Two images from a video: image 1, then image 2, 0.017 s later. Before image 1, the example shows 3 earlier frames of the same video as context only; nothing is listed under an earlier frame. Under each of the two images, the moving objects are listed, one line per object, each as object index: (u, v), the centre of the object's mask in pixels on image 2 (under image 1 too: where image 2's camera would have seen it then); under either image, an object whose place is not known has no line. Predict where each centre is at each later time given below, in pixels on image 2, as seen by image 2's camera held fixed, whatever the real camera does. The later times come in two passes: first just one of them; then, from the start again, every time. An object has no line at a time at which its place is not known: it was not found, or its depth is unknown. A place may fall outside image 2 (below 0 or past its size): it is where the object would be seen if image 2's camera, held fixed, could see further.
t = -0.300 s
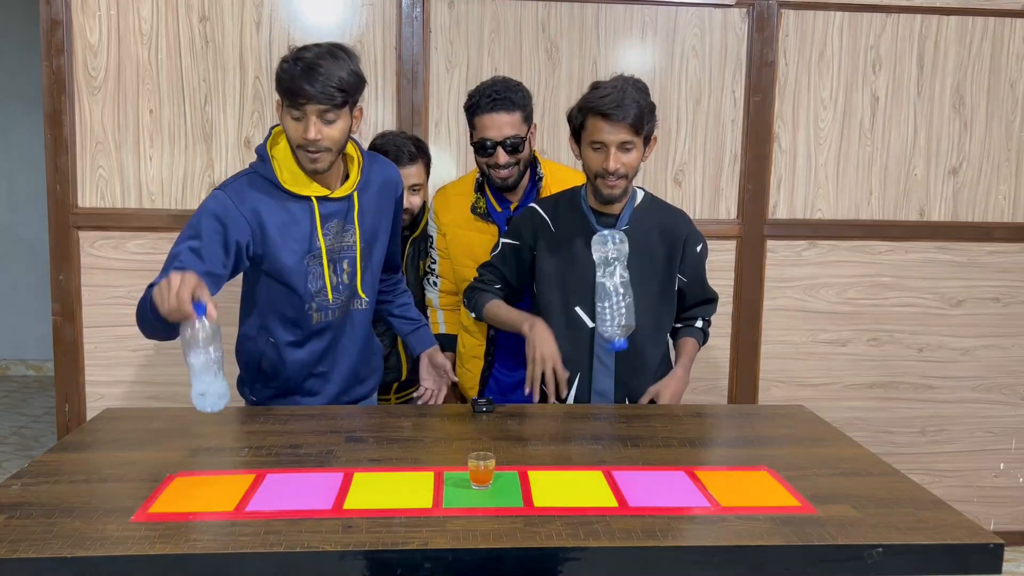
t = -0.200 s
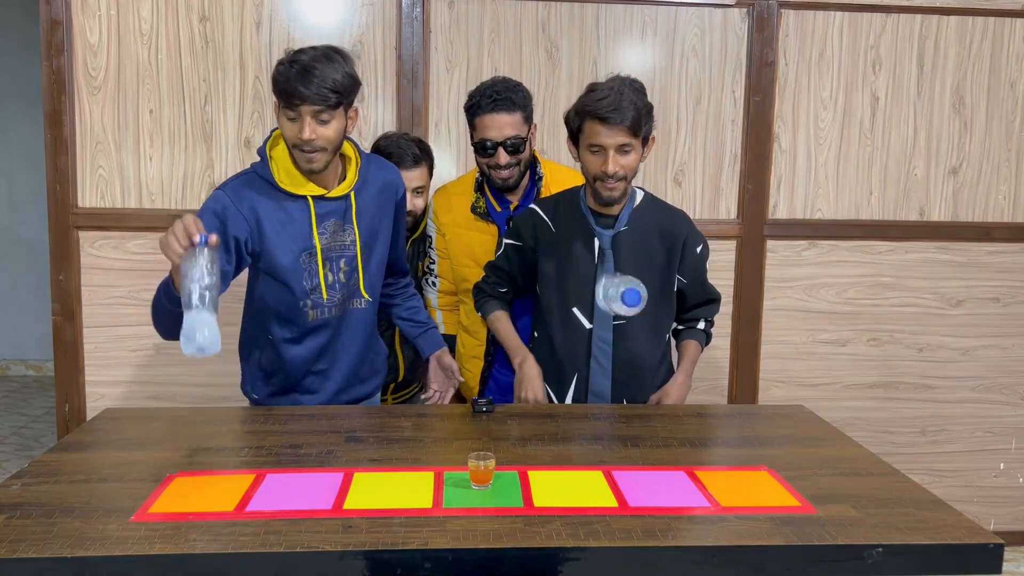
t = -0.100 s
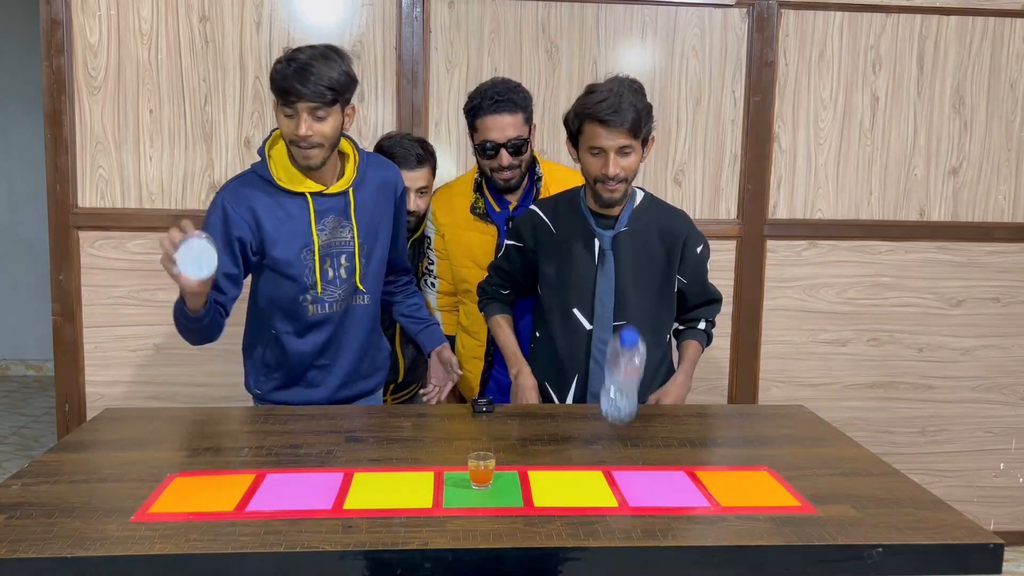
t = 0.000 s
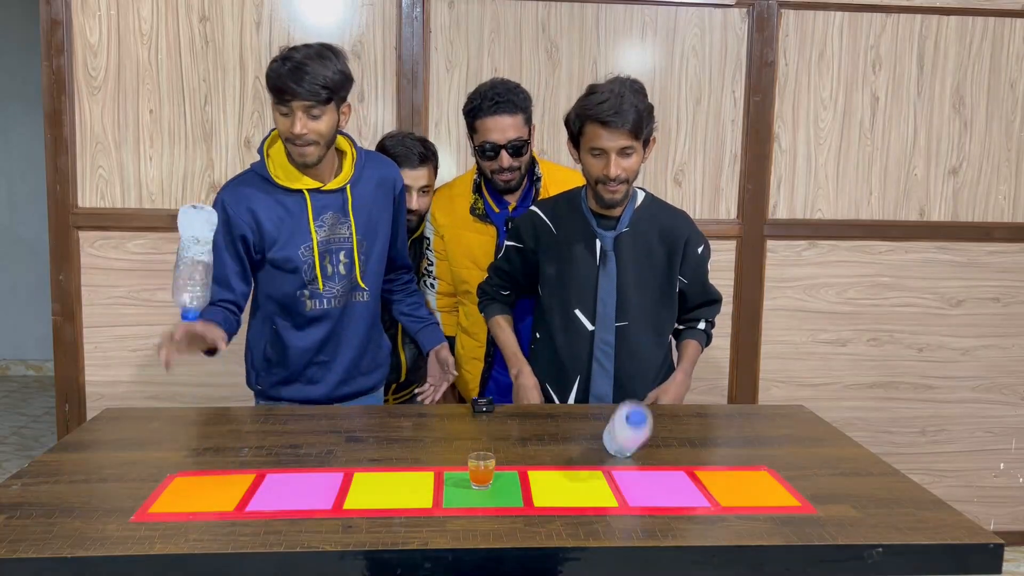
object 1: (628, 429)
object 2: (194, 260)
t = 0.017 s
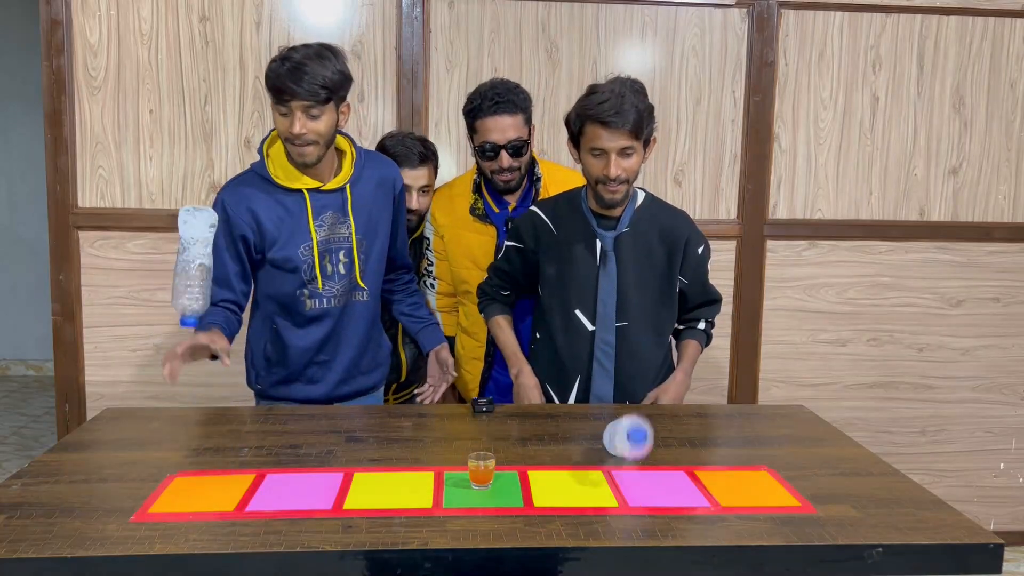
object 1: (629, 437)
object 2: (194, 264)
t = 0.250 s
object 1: (628, 457)
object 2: (203, 402)
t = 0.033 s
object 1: (629, 446)
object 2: (194, 268)
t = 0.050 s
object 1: (628, 455)
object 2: (194, 271)
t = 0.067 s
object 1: (628, 454)
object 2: (194, 276)
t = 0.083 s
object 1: (628, 454)
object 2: (195, 281)
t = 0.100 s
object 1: (628, 456)
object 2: (196, 287)
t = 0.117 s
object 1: (628, 456)
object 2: (196, 295)
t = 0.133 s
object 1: (627, 457)
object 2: (197, 303)
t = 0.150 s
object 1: (628, 456)
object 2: (198, 313)
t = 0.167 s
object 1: (628, 457)
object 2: (199, 323)
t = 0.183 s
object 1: (628, 457)
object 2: (200, 337)
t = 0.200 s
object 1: (629, 457)
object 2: (201, 351)
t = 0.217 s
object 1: (629, 457)
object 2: (201, 367)
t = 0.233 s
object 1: (629, 457)
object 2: (203, 384)
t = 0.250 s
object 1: (628, 457)
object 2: (203, 402)
